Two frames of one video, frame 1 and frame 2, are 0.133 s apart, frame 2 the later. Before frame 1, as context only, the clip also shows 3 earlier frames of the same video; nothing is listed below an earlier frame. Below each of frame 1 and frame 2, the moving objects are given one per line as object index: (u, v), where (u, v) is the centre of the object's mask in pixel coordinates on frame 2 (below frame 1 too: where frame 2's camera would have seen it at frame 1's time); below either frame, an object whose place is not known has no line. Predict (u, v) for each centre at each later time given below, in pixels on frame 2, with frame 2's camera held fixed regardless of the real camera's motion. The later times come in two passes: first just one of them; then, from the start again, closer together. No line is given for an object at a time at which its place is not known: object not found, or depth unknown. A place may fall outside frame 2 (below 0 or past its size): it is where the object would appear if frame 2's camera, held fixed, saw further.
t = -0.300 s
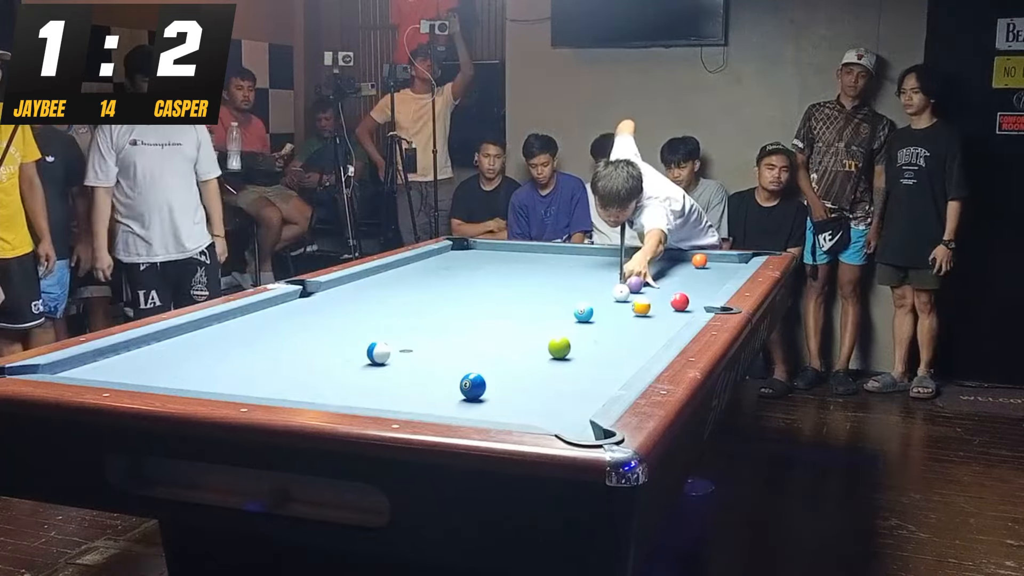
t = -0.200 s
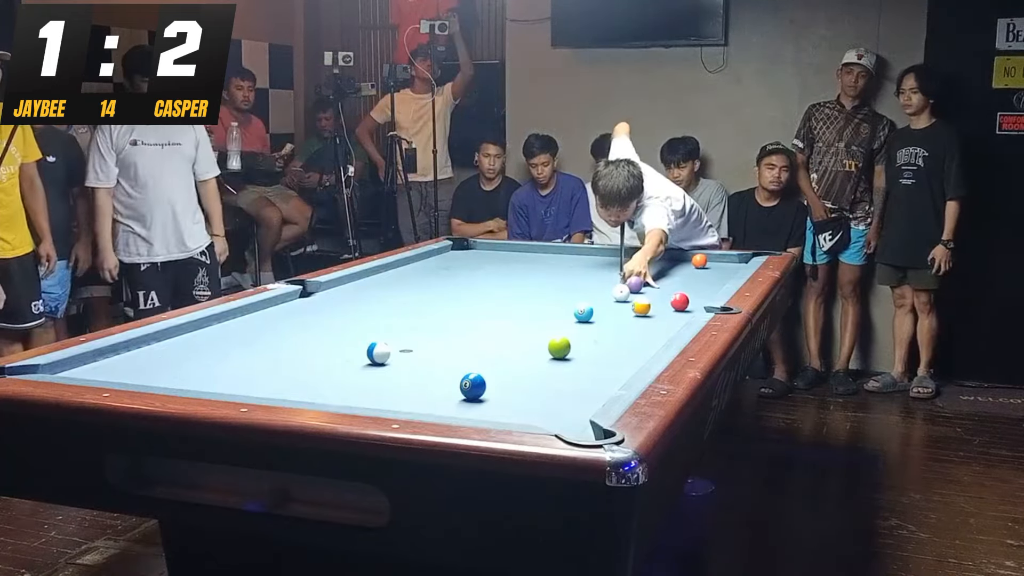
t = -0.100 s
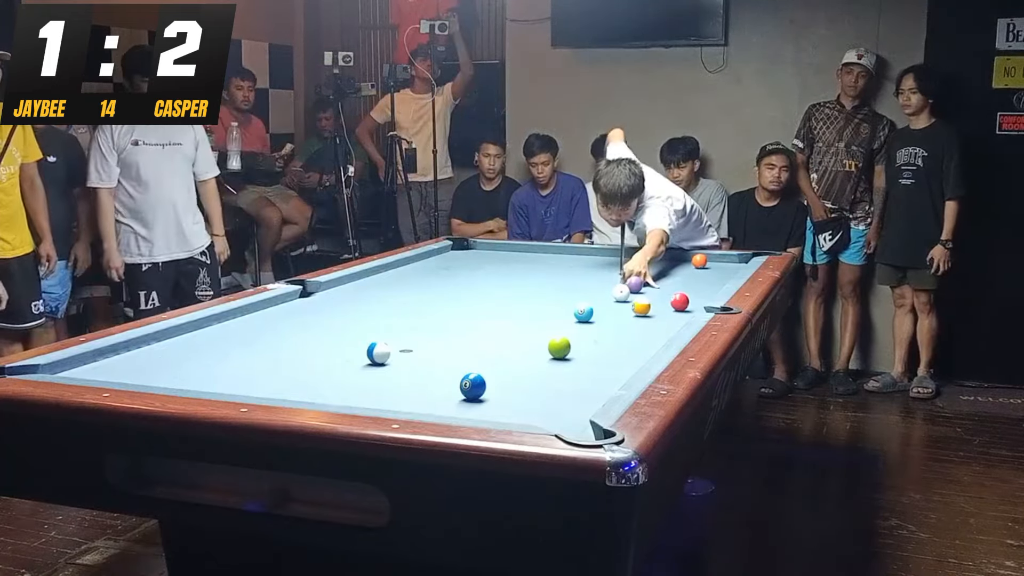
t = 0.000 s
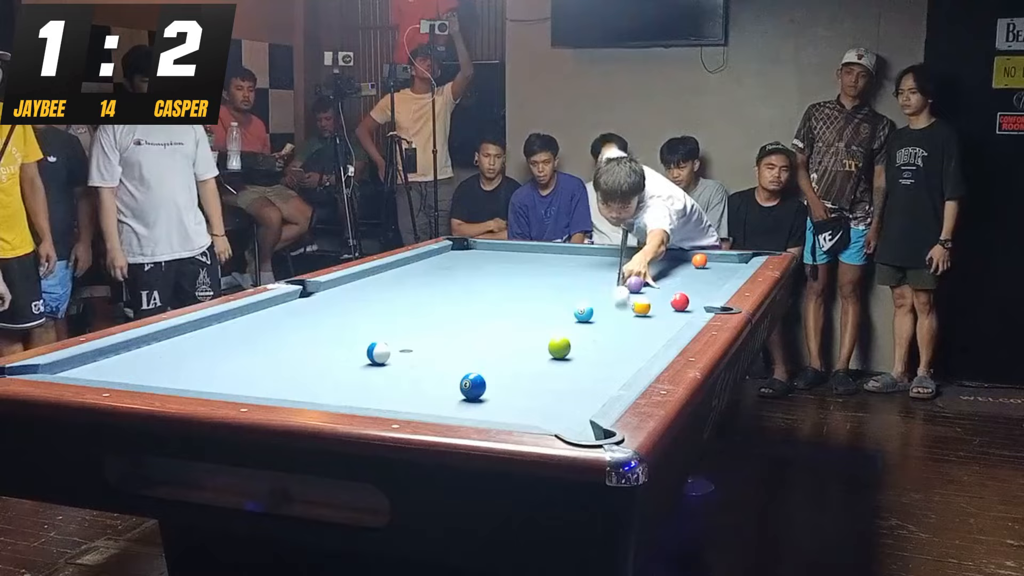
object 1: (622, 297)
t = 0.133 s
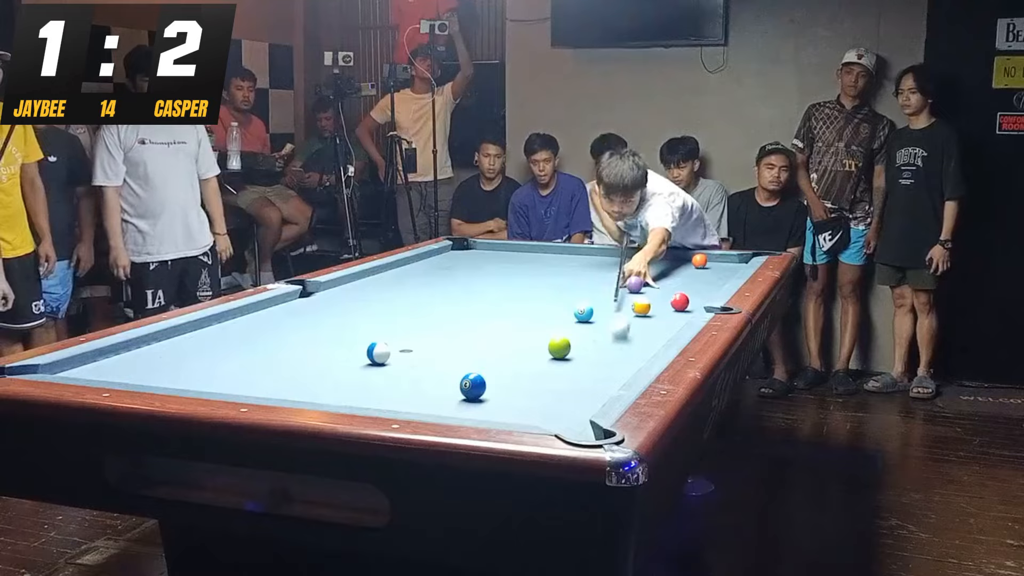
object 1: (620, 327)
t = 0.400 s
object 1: (573, 410)
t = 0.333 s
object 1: (607, 389)
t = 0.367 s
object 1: (591, 400)
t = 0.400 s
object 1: (573, 410)
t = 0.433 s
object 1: (555, 418)
